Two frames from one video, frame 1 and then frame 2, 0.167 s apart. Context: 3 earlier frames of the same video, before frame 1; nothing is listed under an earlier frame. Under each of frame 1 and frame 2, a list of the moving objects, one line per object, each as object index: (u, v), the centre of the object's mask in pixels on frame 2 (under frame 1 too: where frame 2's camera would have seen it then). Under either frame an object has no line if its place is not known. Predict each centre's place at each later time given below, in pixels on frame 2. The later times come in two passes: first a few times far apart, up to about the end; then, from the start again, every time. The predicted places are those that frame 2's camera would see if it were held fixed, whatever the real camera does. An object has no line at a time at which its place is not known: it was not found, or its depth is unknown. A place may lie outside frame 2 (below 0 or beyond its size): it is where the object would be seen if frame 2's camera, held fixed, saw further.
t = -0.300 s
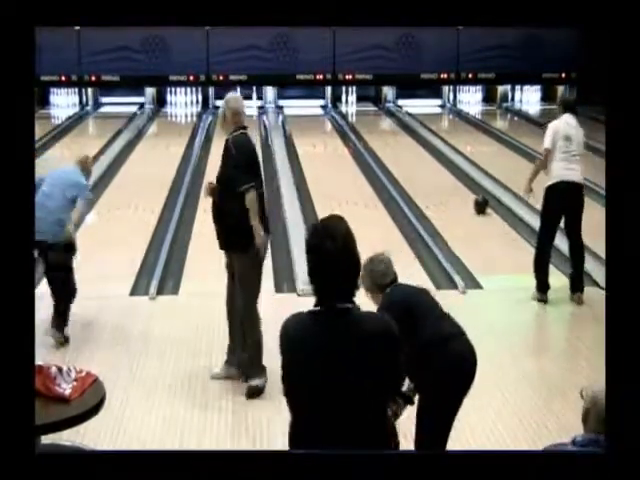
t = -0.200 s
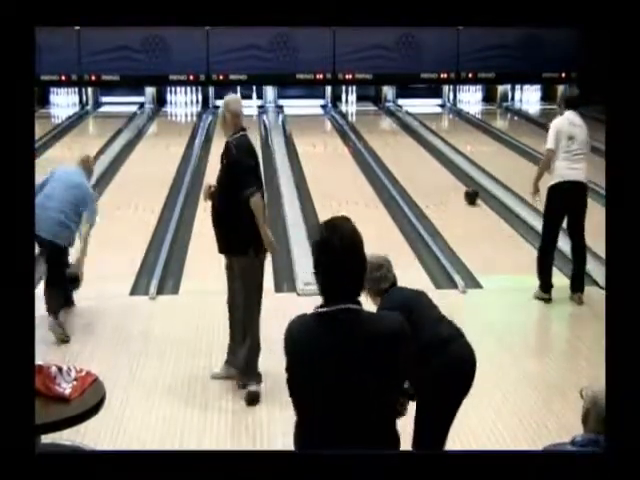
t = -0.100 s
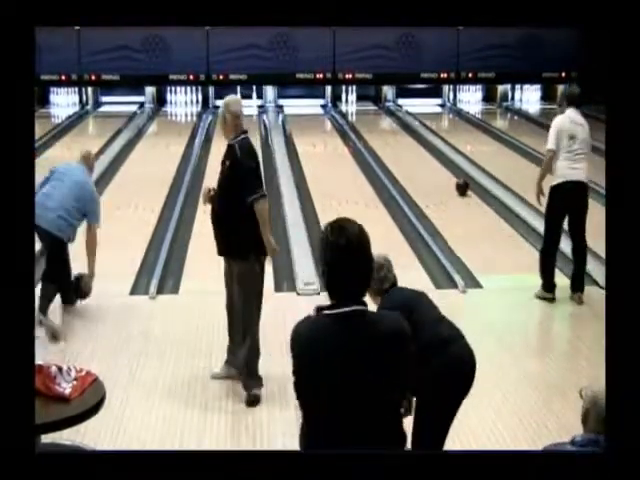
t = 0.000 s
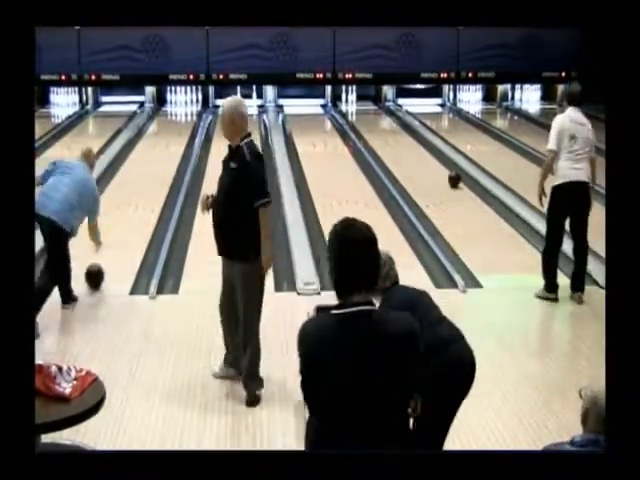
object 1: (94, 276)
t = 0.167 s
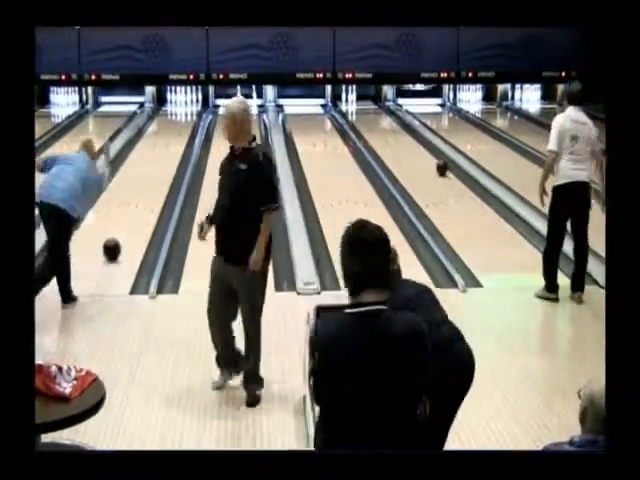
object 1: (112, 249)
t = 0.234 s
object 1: (117, 239)
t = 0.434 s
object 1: (132, 215)
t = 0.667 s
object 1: (147, 191)
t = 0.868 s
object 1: (156, 175)
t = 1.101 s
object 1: (165, 159)
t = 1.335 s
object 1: (172, 146)
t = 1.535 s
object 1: (177, 137)
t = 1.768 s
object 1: (180, 128)
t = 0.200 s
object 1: (115, 244)
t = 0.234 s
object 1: (117, 239)
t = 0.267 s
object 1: (120, 235)
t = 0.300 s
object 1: (123, 231)
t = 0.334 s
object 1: (125, 227)
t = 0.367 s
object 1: (128, 223)
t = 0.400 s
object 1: (130, 219)
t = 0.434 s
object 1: (132, 215)
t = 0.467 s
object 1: (135, 211)
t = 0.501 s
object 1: (137, 208)
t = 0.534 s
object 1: (139, 204)
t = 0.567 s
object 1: (141, 201)
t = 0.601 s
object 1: (143, 198)
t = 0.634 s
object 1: (145, 195)
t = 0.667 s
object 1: (147, 191)
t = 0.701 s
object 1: (148, 188)
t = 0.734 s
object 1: (150, 185)
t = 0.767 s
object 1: (152, 183)
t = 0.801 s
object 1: (153, 180)
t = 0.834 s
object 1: (154, 178)
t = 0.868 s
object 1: (156, 175)
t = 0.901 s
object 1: (157, 173)
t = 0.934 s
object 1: (159, 170)
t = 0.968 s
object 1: (160, 168)
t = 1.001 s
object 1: (162, 166)
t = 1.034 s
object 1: (163, 164)
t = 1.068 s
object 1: (164, 162)
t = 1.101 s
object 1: (165, 159)
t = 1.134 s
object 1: (166, 157)
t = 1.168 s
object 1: (167, 155)
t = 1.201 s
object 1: (168, 154)
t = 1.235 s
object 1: (169, 152)
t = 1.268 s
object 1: (170, 150)
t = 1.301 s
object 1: (171, 148)
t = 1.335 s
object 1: (172, 146)
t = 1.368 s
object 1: (173, 144)
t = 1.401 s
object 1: (174, 143)
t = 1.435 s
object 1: (175, 141)
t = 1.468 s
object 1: (175, 139)
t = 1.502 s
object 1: (176, 138)
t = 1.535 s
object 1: (177, 137)
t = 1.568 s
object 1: (178, 136)
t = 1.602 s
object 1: (178, 135)
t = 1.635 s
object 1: (179, 132)
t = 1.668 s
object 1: (179, 132)
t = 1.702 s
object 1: (179, 130)
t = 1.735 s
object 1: (180, 129)
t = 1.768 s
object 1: (180, 128)
